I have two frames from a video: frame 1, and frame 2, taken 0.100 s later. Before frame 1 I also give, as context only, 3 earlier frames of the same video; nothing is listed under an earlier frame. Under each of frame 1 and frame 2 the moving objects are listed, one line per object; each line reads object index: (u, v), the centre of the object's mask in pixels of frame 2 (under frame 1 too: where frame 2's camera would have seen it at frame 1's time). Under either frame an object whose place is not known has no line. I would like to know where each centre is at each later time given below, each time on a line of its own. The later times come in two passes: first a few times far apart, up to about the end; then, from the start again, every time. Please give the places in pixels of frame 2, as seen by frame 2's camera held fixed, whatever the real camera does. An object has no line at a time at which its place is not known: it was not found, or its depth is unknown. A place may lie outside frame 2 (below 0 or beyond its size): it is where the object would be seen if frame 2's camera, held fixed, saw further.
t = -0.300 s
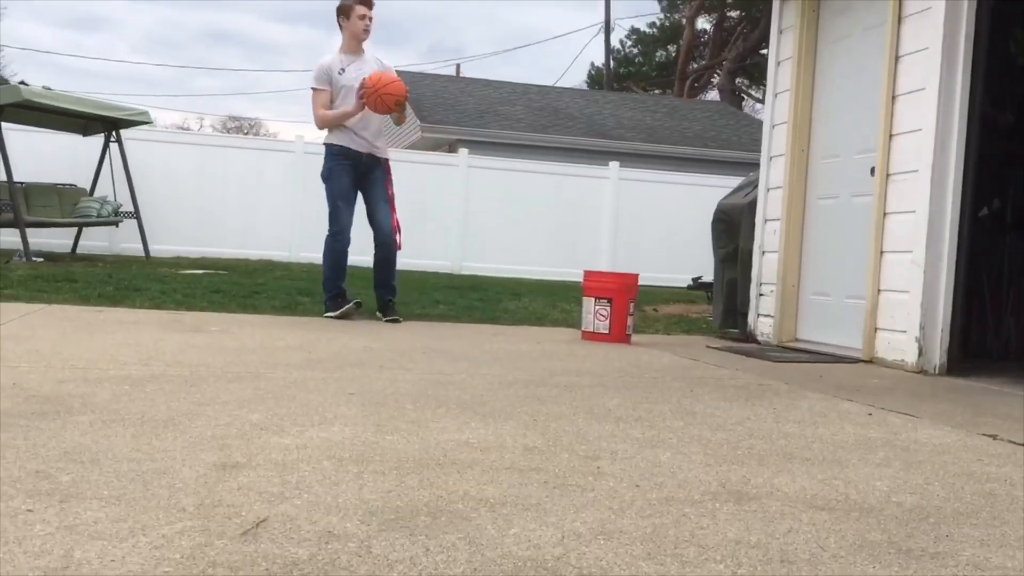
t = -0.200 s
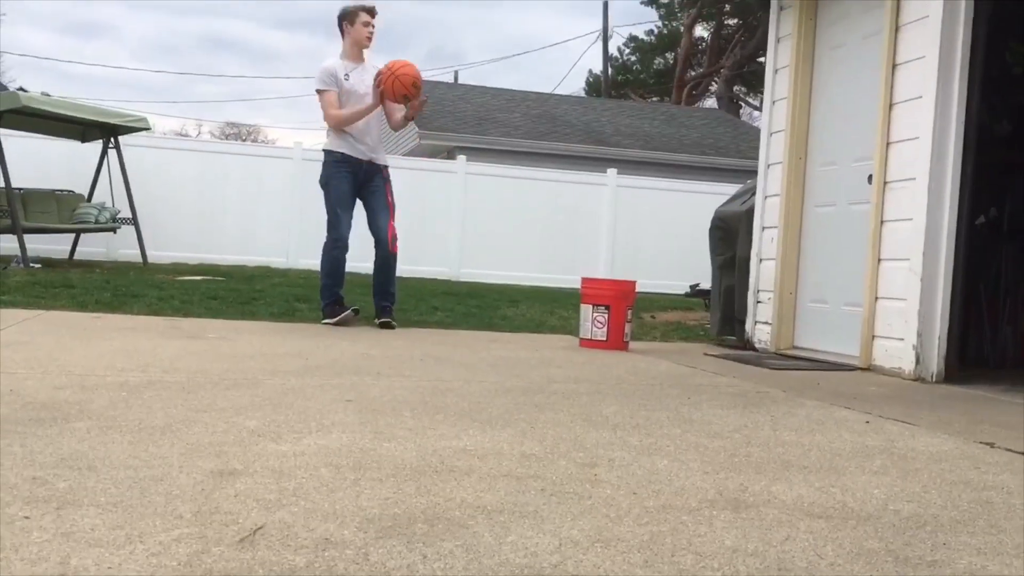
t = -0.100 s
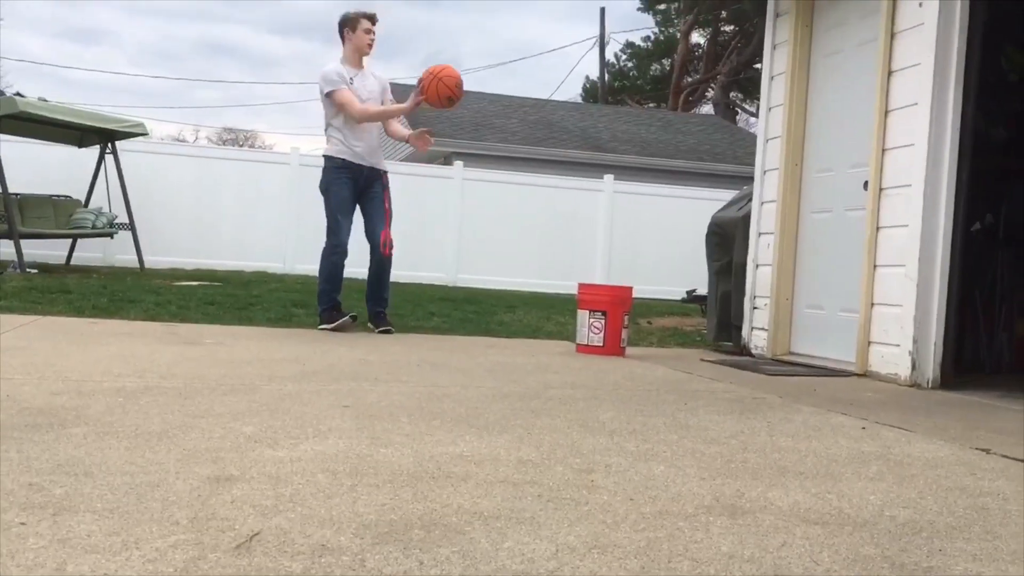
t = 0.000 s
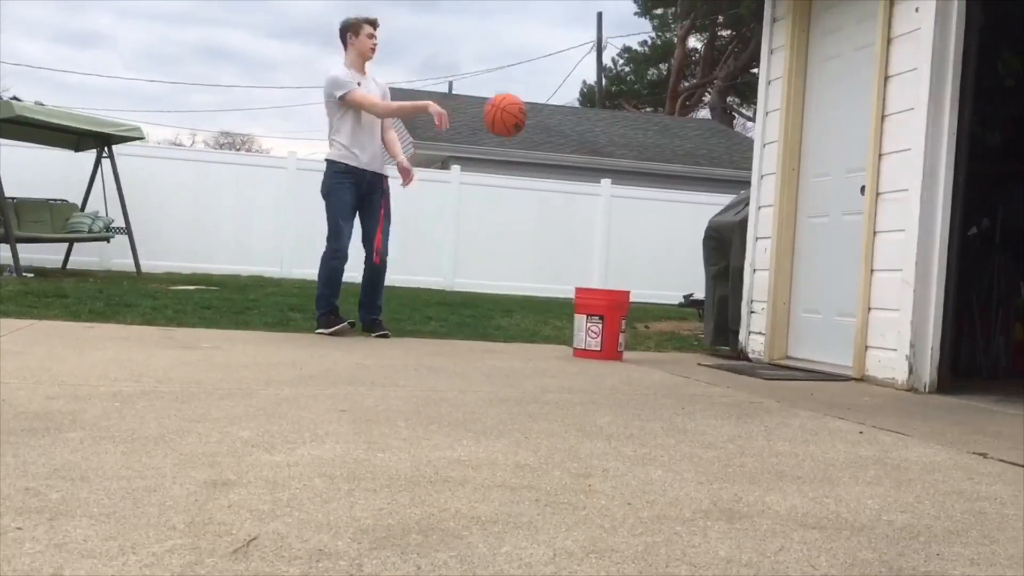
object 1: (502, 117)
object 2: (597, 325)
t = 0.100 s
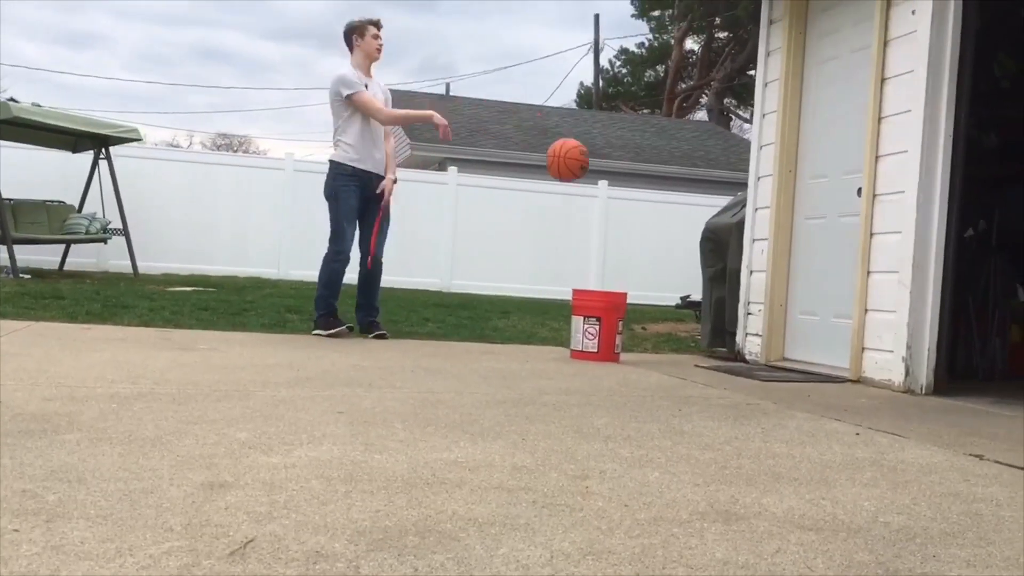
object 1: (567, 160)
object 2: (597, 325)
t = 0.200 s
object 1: (631, 221)
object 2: (597, 325)
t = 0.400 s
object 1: (741, 313)
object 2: (597, 325)
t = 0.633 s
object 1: (694, 223)
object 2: (597, 325)
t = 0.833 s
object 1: (646, 219)
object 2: (597, 325)
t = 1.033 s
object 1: (600, 270)
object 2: (596, 323)
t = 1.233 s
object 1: (597, 252)
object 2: (595, 324)
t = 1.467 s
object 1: (584, 273)
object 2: (587, 322)
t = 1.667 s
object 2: (581, 317)
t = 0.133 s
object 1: (588, 179)
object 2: (597, 325)
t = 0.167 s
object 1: (610, 199)
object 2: (597, 325)
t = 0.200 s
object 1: (631, 221)
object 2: (597, 325)
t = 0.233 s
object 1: (651, 245)
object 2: (597, 325)
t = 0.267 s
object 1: (672, 271)
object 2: (597, 325)
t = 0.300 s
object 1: (692, 300)
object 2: (597, 325)
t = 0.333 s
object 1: (712, 329)
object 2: (597, 325)
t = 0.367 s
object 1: (727, 338)
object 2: (597, 325)
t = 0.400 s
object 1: (741, 313)
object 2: (597, 325)
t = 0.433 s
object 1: (735, 295)
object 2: (597, 325)
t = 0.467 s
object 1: (728, 279)
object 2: (597, 325)
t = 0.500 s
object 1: (722, 264)
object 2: (597, 325)
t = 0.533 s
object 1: (715, 251)
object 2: (597, 325)
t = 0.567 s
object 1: (708, 240)
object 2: (597, 325)
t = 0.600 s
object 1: (701, 231)
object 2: (597, 325)
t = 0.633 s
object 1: (694, 223)
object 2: (597, 325)
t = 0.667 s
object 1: (686, 217)
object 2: (597, 325)
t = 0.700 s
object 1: (678, 214)
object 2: (597, 325)
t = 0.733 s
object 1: (670, 212)
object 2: (597, 325)
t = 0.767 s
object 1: (662, 212)
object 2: (597, 325)
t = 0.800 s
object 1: (654, 215)
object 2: (597, 325)
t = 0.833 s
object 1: (646, 219)
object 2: (597, 325)
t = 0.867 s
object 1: (637, 226)
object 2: (597, 325)
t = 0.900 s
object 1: (629, 234)
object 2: (597, 325)
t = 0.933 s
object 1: (620, 245)
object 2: (597, 325)
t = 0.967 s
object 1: (611, 258)
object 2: (597, 325)
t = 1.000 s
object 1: (602, 272)
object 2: (597, 325)
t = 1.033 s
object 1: (600, 270)
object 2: (596, 323)
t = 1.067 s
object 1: (600, 266)
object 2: (595, 321)
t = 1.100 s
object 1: (599, 260)
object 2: (594, 323)
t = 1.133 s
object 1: (599, 255)
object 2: (593, 324)
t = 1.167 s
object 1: (599, 252)
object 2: (594, 323)
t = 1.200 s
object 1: (598, 251)
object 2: (595, 323)
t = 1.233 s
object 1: (597, 252)
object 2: (595, 324)
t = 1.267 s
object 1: (596, 255)
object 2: (596, 324)
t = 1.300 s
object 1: (595, 261)
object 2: (595, 324)
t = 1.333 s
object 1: (594, 268)
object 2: (594, 325)
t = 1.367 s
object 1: (592, 268)
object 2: (592, 323)
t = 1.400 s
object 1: (589, 269)
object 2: (589, 322)
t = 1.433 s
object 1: (587, 270)
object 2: (588, 322)
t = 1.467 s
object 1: (584, 273)
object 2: (587, 322)
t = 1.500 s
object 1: (580, 276)
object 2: (587, 322)
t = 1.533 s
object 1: (577, 280)
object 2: (587, 321)
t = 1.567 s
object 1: (574, 284)
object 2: (586, 320)
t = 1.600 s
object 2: (584, 318)
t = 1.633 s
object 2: (582, 318)
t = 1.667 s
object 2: (581, 317)
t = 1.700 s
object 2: (583, 317)
